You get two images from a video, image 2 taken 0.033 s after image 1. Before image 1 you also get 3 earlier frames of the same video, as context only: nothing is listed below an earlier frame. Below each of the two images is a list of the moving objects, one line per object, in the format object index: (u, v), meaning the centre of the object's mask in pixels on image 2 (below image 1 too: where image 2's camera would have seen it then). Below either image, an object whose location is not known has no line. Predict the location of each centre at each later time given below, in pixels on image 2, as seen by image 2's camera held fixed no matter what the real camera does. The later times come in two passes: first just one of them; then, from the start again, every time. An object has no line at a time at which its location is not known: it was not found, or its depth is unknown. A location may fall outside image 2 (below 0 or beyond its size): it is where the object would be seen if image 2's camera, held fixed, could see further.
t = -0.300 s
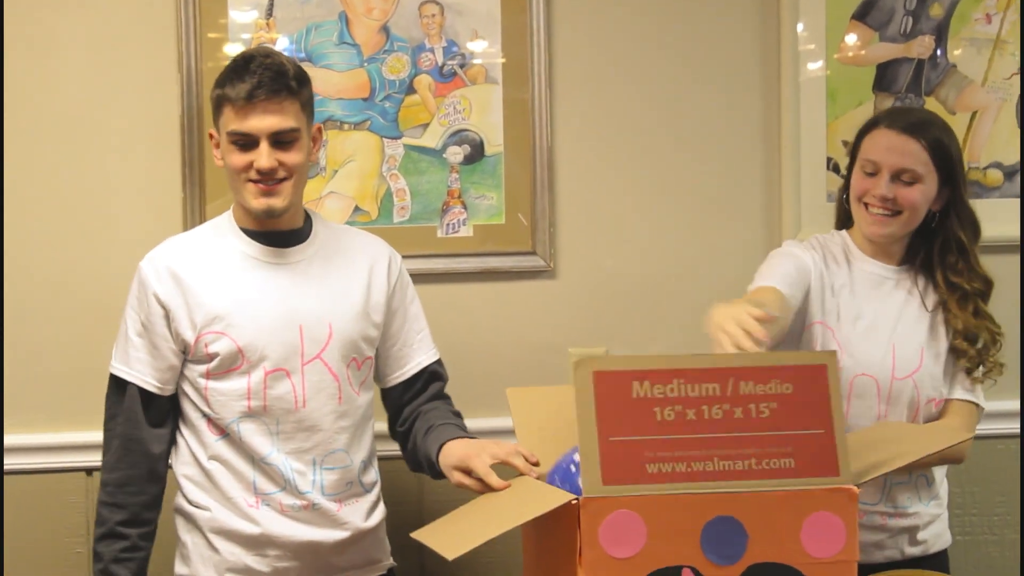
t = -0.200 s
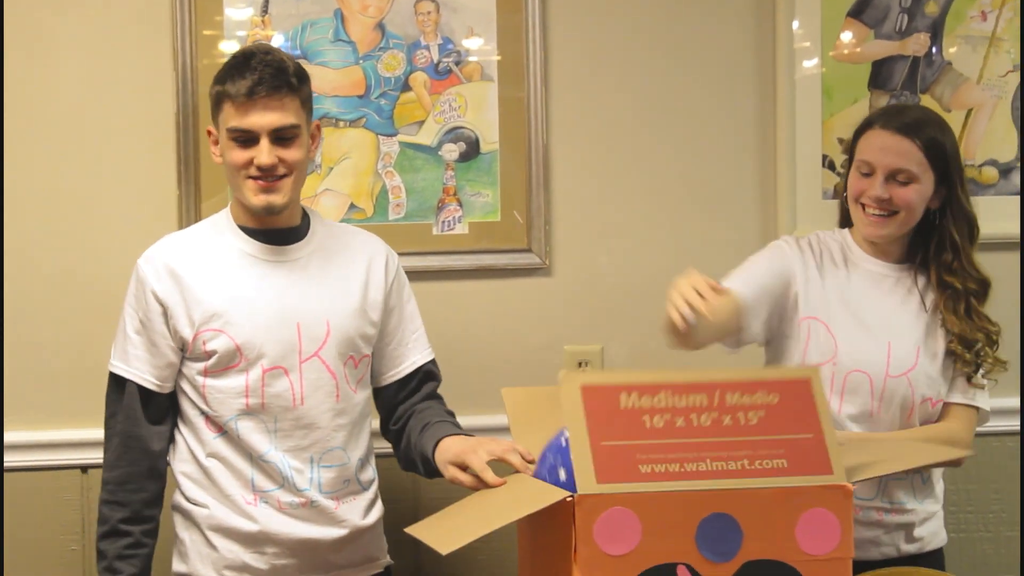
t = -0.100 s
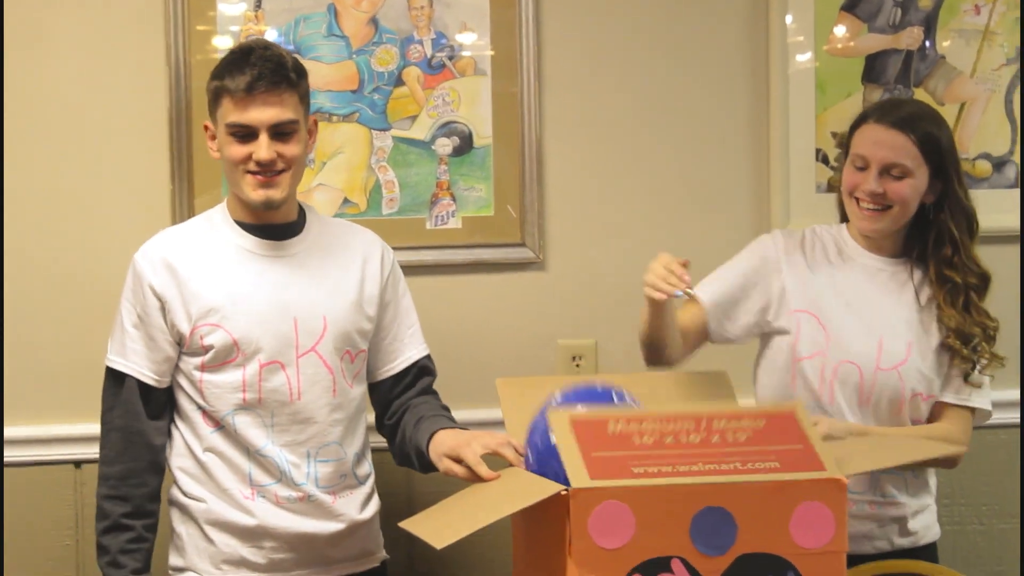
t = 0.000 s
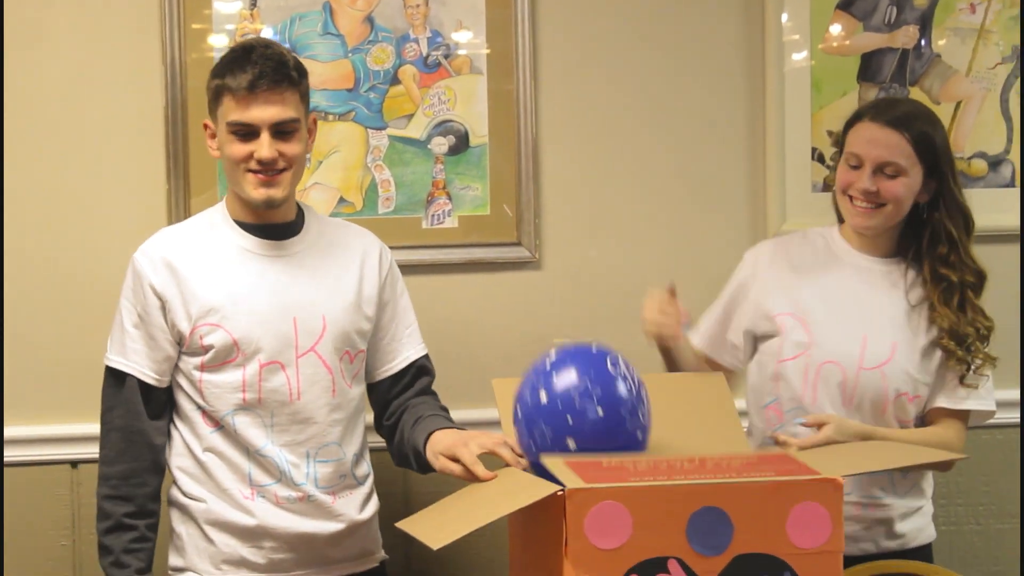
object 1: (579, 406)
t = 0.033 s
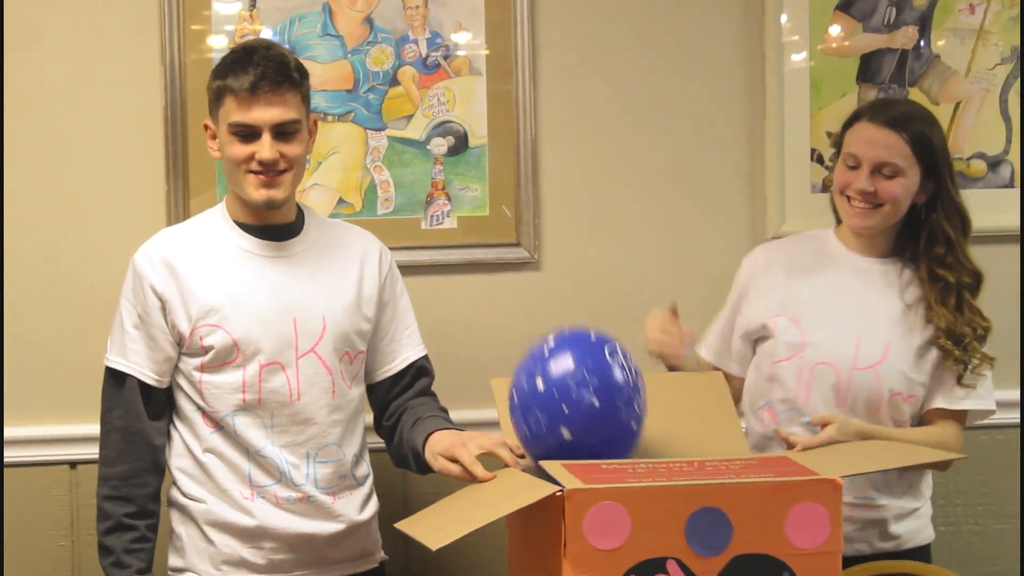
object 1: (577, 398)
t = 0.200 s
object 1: (565, 326)
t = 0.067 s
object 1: (575, 386)
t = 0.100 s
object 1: (572, 373)
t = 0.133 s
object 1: (570, 359)
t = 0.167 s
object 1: (567, 343)
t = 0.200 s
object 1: (565, 326)
